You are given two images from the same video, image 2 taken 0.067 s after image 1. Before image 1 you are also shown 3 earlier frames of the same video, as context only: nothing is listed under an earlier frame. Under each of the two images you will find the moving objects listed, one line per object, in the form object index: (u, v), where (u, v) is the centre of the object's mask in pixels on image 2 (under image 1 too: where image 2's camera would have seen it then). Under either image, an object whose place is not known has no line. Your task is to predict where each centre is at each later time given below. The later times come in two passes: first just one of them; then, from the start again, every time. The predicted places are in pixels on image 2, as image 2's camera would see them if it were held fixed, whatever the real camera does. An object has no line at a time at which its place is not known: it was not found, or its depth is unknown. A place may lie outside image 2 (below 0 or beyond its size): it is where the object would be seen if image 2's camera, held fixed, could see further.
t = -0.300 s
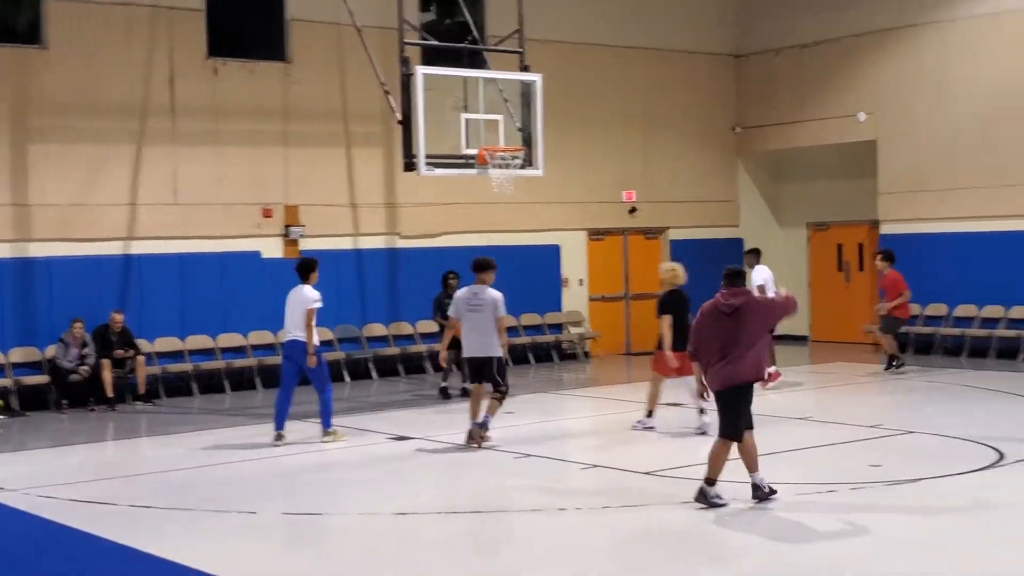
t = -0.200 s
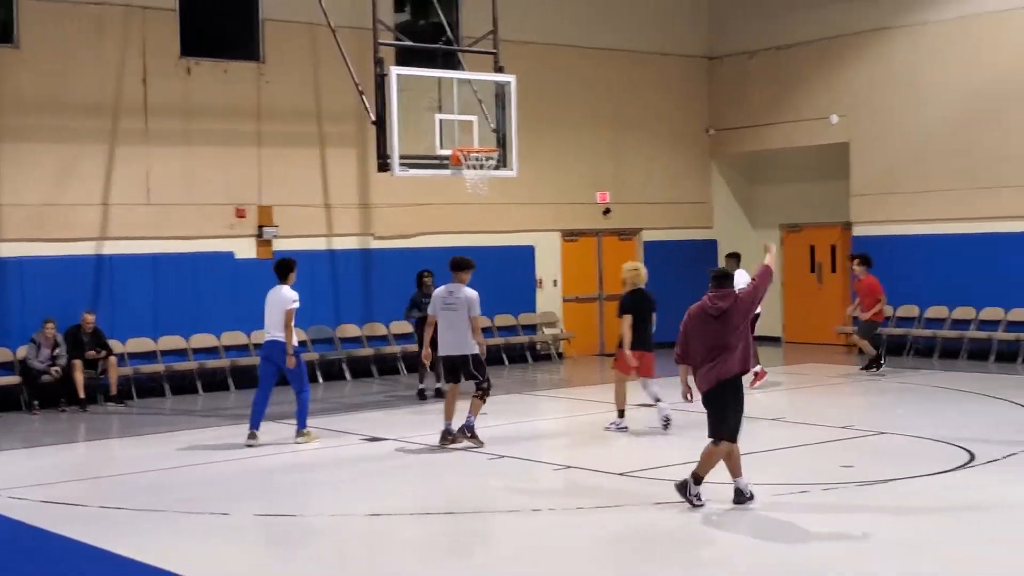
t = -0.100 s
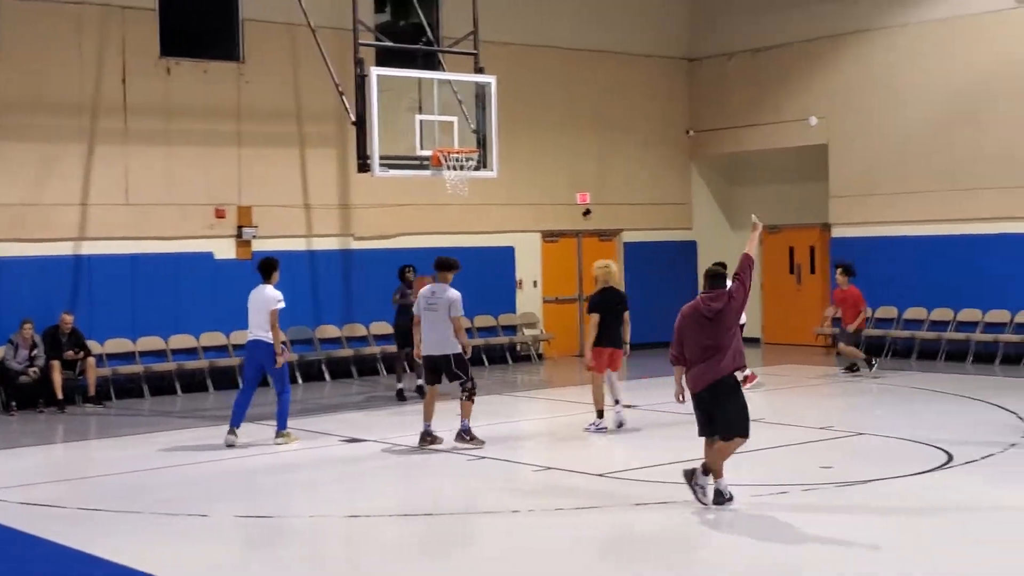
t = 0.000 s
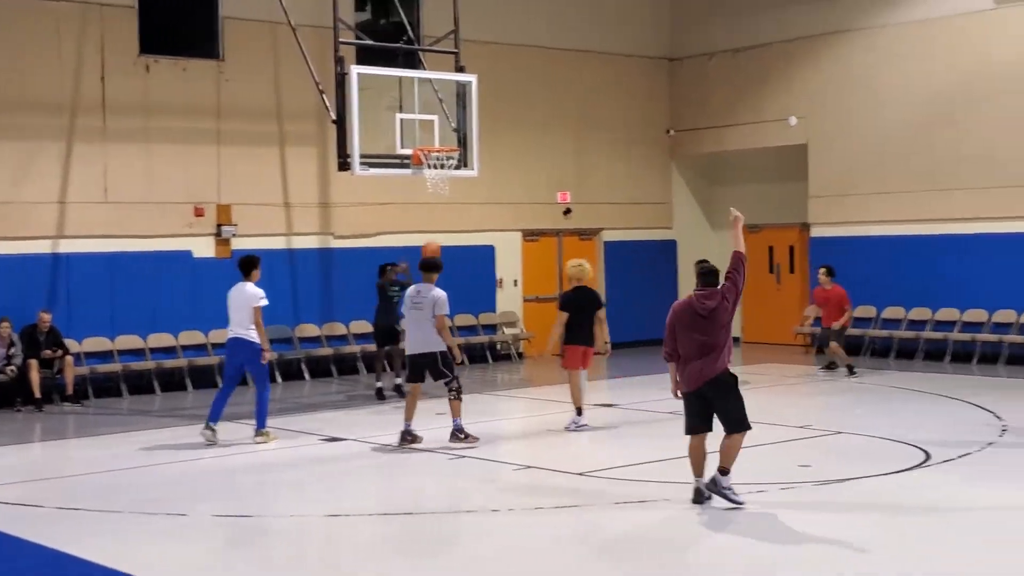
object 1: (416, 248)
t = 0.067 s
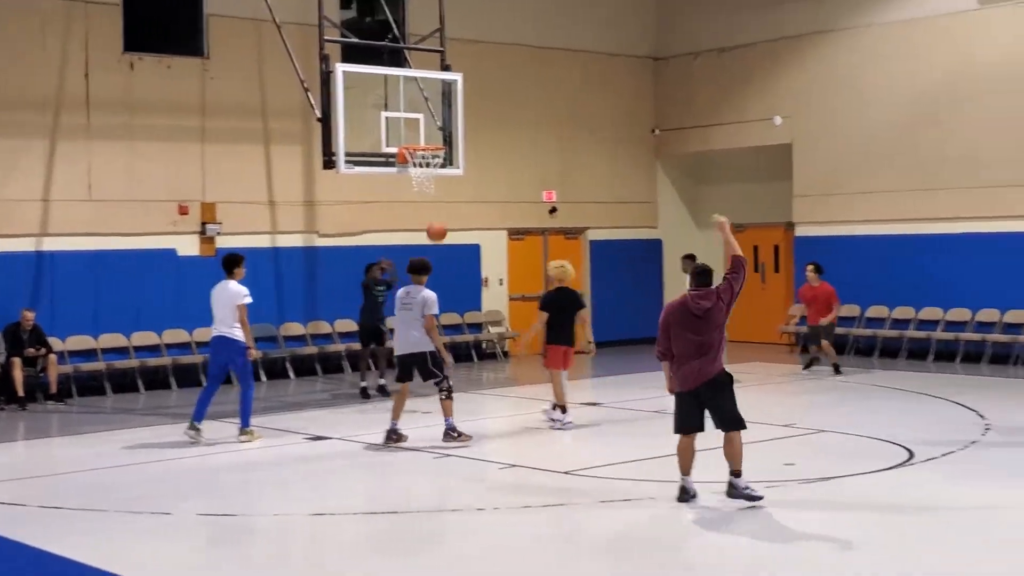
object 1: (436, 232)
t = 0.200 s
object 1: (480, 204)
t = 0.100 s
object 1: (447, 224)
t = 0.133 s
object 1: (457, 217)
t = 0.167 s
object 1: (469, 209)
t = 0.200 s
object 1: (480, 204)
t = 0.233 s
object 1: (492, 198)
